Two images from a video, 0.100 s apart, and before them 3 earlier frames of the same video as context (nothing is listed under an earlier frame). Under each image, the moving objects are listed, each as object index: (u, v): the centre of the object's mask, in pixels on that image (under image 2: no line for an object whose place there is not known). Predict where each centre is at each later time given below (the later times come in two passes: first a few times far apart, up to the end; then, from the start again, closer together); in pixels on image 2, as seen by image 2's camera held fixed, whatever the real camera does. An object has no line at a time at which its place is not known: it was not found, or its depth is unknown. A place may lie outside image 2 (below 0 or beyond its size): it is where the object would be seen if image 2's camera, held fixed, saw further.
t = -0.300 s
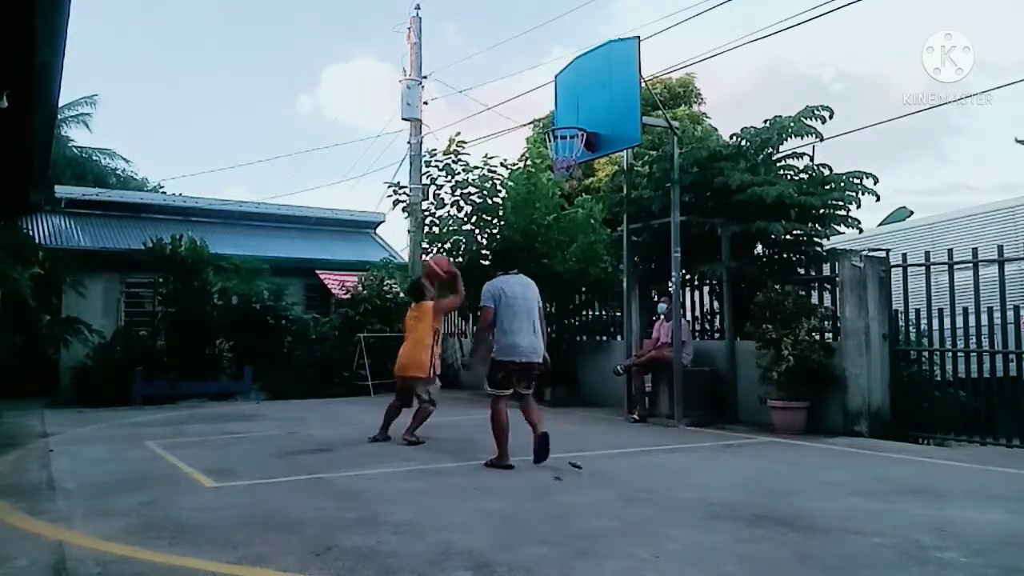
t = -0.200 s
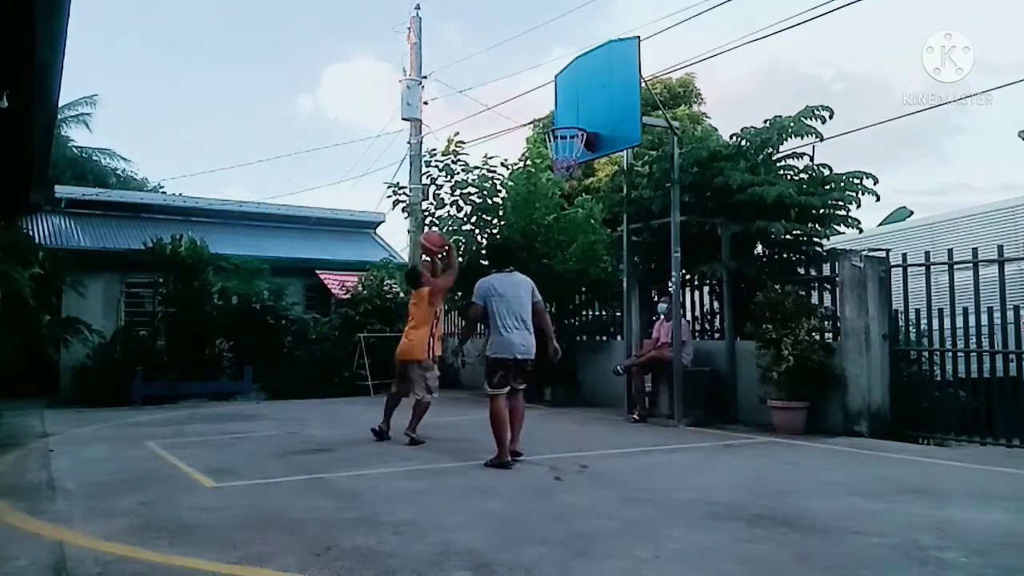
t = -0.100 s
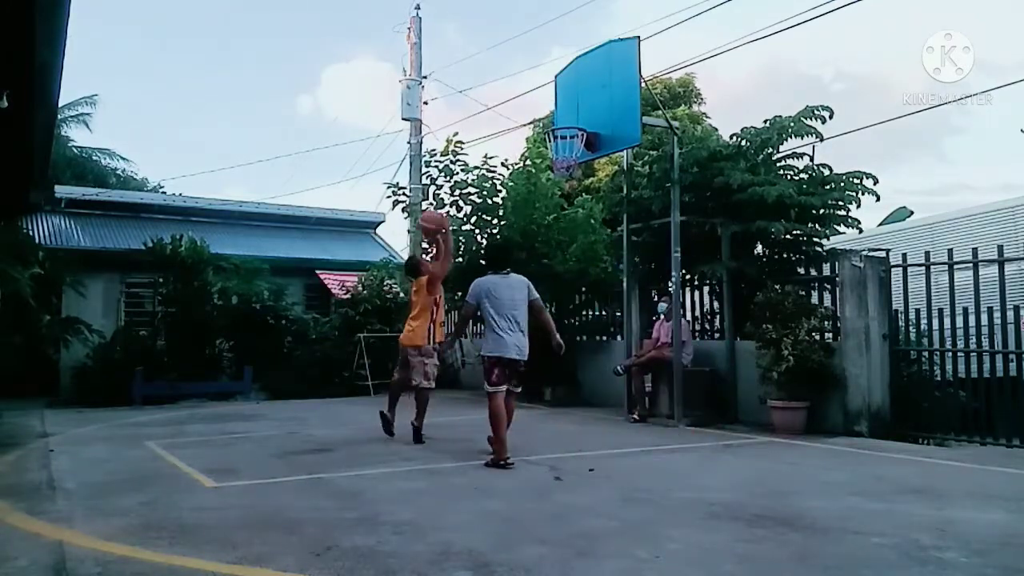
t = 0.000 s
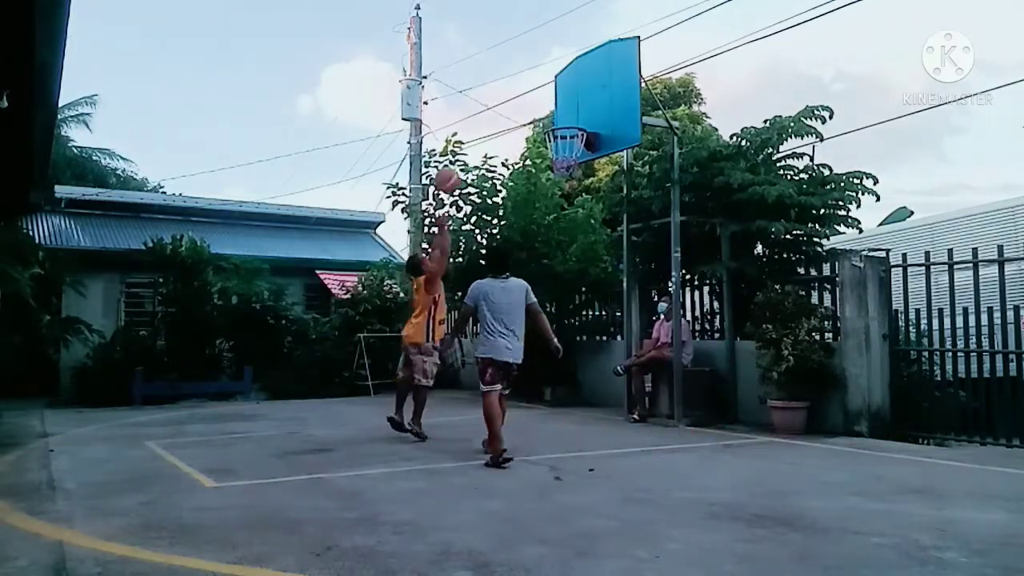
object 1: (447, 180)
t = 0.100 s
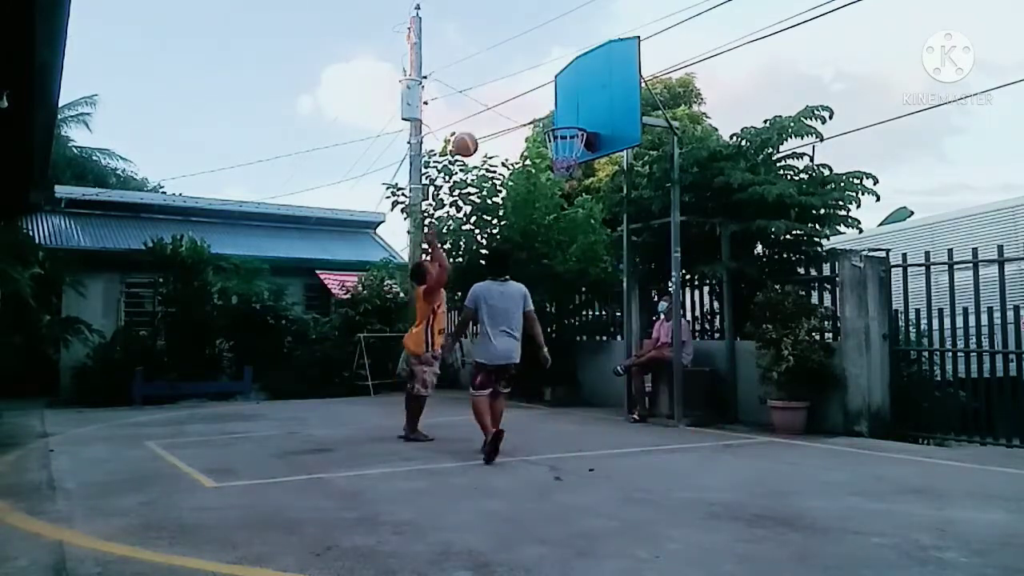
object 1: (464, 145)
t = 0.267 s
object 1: (494, 110)
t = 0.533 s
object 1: (539, 117)
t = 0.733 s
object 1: (531, 123)
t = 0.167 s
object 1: (477, 127)
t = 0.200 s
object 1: (483, 120)
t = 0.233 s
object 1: (489, 114)
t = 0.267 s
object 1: (494, 110)
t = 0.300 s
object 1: (500, 107)
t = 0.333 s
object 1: (506, 105)
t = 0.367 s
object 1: (511, 104)
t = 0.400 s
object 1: (517, 104)
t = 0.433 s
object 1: (523, 106)
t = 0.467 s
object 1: (529, 109)
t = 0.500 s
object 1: (534, 112)
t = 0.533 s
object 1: (539, 117)
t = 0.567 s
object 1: (540, 119)
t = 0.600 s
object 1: (539, 118)
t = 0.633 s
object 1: (537, 117)
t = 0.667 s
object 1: (535, 118)
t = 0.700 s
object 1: (533, 120)
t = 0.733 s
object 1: (531, 123)
